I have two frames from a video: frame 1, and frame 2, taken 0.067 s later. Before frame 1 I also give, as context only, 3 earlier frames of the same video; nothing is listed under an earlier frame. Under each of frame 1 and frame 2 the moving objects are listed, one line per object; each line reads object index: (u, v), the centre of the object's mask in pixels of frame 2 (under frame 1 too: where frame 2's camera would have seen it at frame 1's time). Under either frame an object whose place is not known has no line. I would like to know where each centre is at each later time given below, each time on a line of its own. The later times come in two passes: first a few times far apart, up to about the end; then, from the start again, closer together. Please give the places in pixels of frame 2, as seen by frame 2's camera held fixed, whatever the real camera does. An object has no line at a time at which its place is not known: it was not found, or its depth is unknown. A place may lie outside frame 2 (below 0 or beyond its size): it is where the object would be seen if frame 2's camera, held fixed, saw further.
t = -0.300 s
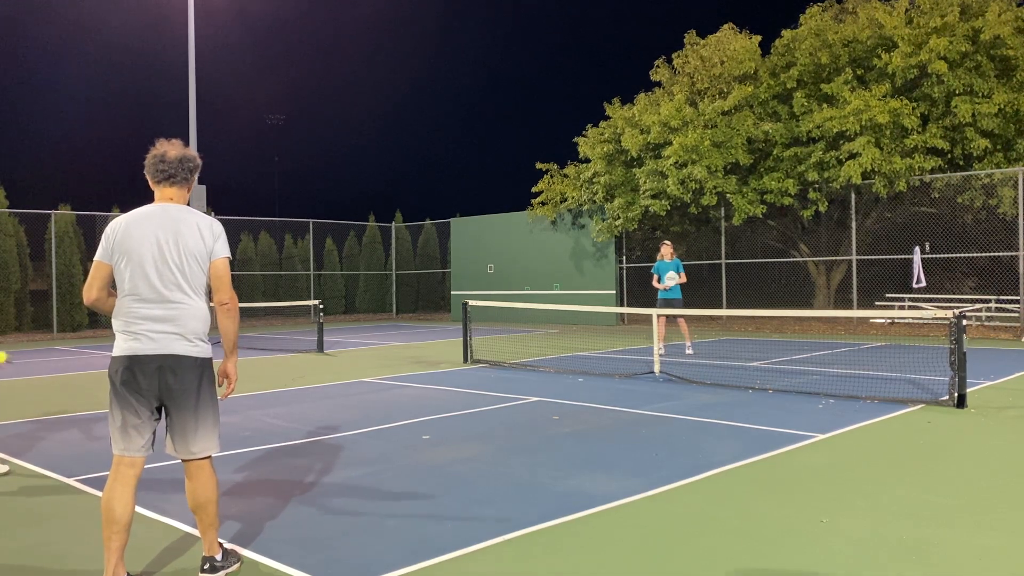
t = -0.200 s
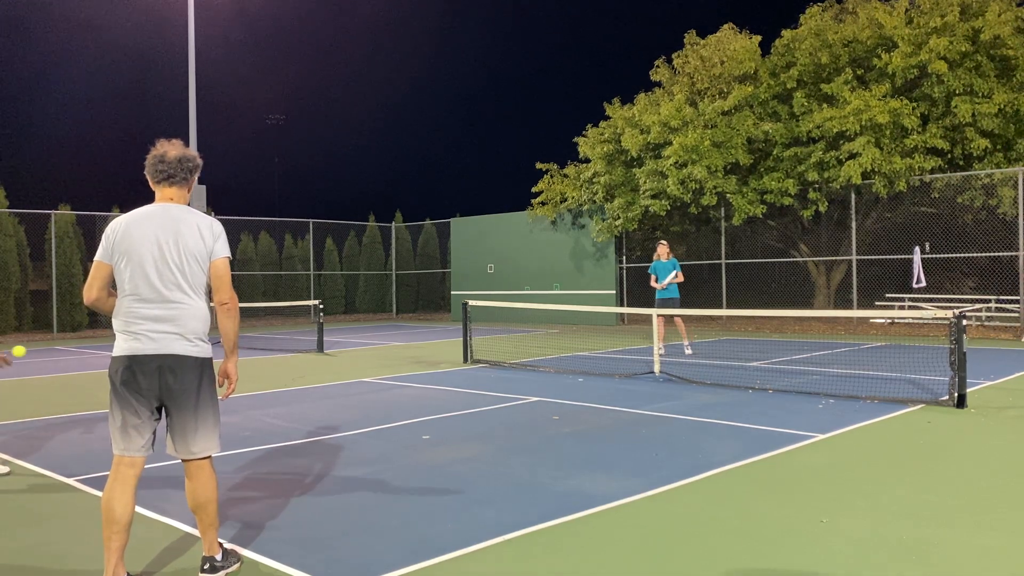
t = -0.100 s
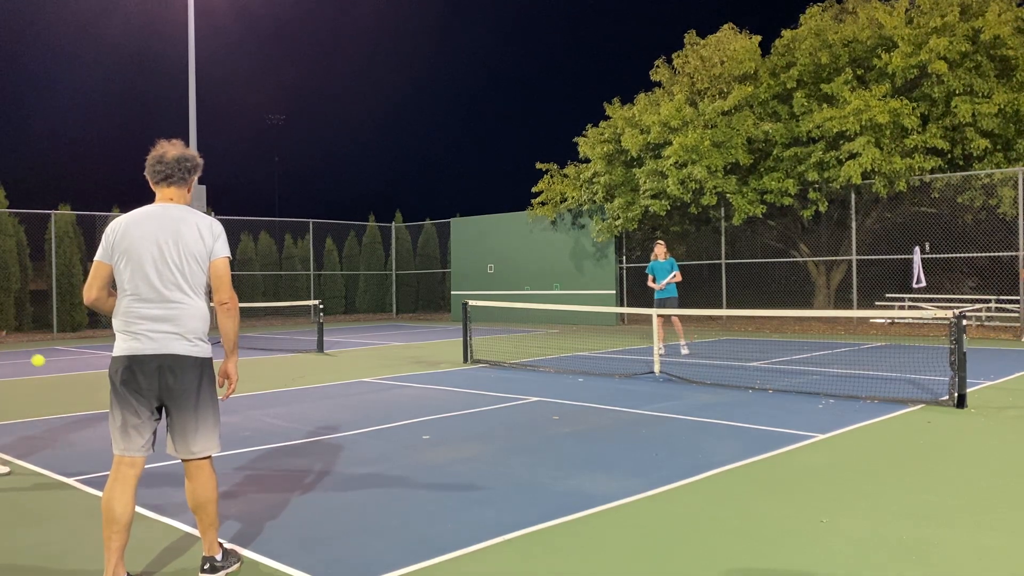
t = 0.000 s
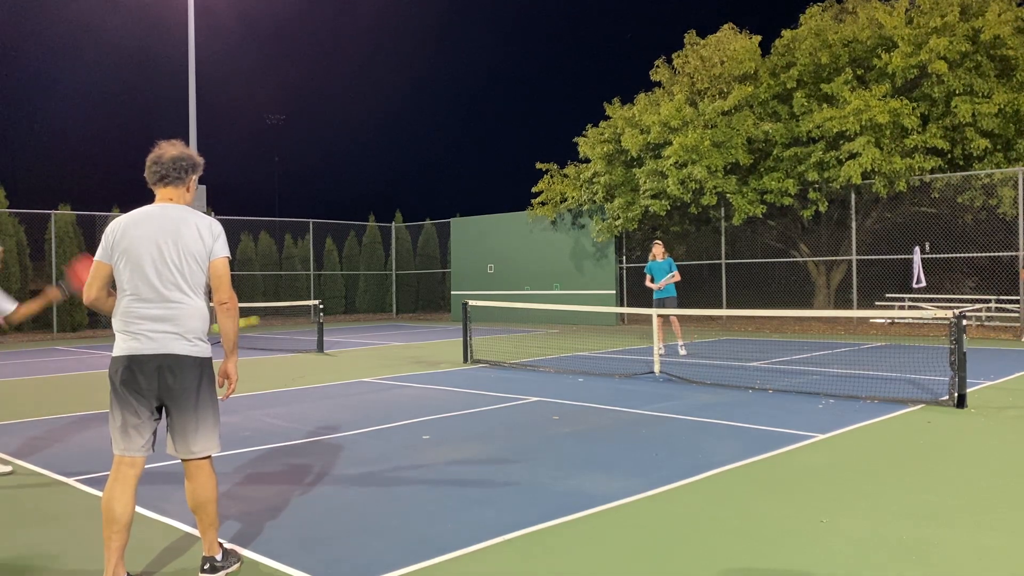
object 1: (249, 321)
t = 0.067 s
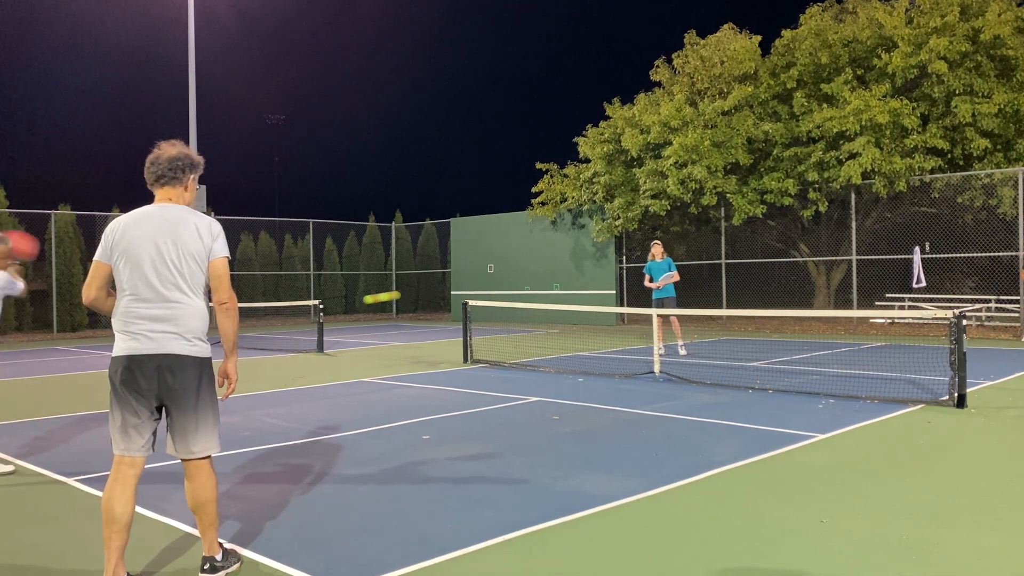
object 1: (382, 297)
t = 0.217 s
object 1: (593, 277)
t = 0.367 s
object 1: (725, 286)
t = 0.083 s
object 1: (413, 293)
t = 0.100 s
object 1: (439, 289)
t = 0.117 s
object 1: (466, 286)
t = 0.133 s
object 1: (490, 283)
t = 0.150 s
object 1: (513, 281)
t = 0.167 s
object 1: (535, 279)
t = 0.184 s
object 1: (555, 278)
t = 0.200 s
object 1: (574, 277)
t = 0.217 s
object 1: (593, 277)
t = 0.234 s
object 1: (610, 277)
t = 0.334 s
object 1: (700, 282)
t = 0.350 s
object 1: (712, 284)
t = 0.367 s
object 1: (725, 286)
